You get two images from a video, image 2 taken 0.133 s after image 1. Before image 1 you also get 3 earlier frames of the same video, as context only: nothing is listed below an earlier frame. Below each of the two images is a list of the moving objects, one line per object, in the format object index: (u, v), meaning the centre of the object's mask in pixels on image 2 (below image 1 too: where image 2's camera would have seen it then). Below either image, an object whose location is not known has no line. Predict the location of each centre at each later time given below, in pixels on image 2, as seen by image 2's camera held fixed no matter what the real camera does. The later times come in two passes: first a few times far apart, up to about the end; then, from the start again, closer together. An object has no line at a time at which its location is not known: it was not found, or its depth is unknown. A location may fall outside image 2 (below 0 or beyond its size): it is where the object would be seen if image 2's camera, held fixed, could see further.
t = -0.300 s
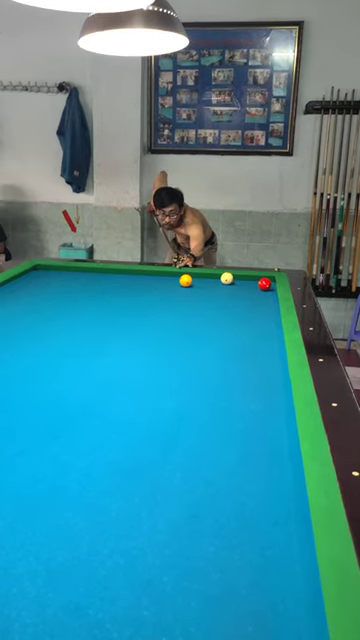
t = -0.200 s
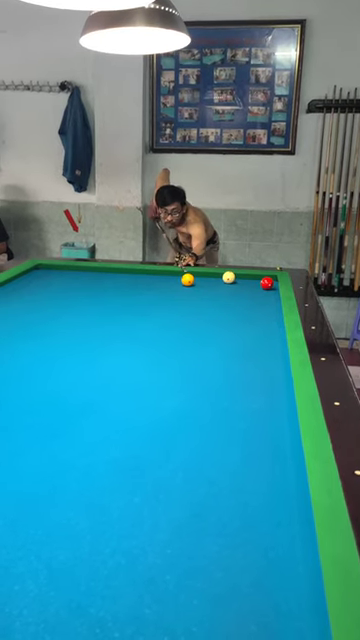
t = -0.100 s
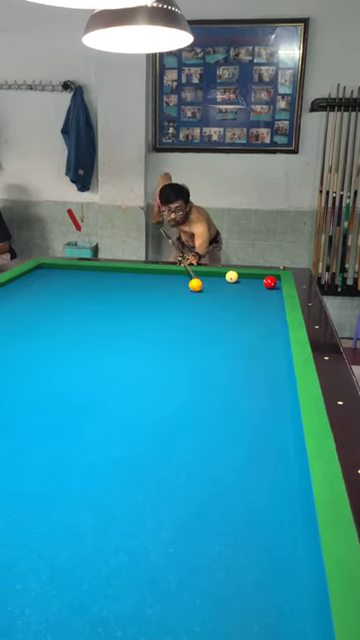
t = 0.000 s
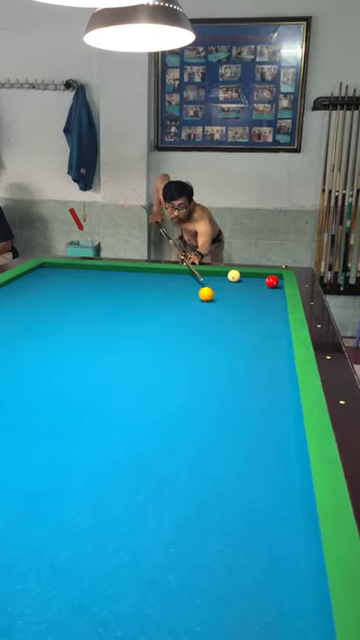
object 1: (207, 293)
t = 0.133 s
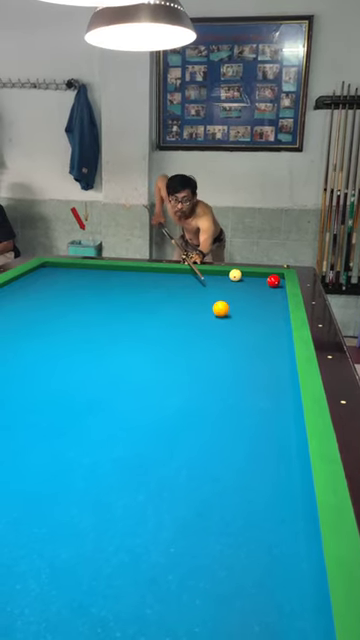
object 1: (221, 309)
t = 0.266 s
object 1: (237, 328)
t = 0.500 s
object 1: (277, 374)
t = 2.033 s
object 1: (183, 449)
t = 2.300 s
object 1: (190, 407)
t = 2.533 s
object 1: (194, 379)
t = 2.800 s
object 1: (197, 354)
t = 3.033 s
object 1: (200, 337)
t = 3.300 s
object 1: (203, 321)
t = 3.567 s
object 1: (205, 308)
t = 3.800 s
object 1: (206, 297)
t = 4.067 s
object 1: (208, 288)
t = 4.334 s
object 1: (209, 279)
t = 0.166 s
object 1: (224, 313)
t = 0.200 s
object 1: (228, 318)
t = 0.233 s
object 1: (232, 323)
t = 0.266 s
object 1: (237, 328)
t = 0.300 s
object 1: (241, 333)
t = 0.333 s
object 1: (246, 339)
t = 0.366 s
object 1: (252, 345)
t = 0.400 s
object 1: (257, 352)
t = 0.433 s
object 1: (263, 358)
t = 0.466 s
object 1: (270, 366)
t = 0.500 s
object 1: (277, 374)
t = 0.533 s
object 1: (284, 382)
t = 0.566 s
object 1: (287, 391)
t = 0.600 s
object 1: (282, 398)
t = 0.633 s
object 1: (278, 406)
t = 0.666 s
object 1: (274, 415)
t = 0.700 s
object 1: (270, 424)
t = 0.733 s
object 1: (266, 434)
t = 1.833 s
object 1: (177, 491)
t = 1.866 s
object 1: (179, 483)
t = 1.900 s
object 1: (179, 476)
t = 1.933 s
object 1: (180, 469)
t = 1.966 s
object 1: (182, 462)
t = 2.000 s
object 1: (182, 455)
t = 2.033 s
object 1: (183, 449)
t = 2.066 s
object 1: (184, 443)
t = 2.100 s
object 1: (185, 437)
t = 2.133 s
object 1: (186, 431)
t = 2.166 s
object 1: (186, 426)
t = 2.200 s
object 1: (187, 421)
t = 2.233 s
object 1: (188, 416)
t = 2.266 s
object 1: (189, 411)
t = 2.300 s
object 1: (190, 407)
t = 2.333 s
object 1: (190, 403)
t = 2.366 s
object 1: (191, 398)
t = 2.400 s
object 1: (191, 394)
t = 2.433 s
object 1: (192, 390)
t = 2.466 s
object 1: (193, 386)
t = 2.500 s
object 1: (193, 383)
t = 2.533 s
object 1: (194, 379)
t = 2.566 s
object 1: (194, 375)
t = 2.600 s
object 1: (194, 372)
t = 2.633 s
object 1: (195, 369)
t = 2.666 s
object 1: (196, 366)
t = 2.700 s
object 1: (196, 363)
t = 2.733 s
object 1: (197, 360)
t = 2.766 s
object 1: (197, 357)
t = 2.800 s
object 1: (197, 354)
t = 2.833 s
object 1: (198, 352)
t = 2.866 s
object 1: (198, 349)
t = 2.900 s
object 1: (199, 347)
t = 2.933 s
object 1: (199, 344)
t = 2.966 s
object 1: (199, 342)
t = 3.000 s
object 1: (200, 339)
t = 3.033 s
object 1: (200, 337)
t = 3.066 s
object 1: (200, 335)
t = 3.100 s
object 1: (201, 333)
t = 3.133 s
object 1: (201, 331)
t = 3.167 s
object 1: (201, 329)
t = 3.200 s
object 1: (202, 327)
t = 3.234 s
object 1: (202, 325)
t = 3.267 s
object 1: (202, 323)
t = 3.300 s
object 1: (203, 321)
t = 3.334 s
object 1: (203, 319)
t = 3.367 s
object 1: (203, 318)
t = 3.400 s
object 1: (203, 316)
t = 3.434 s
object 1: (204, 314)
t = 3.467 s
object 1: (204, 313)
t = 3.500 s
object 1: (204, 311)
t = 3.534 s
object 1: (204, 309)
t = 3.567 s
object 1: (205, 308)
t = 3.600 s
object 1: (205, 306)
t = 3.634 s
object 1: (205, 305)
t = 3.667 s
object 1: (205, 303)
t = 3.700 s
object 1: (206, 302)
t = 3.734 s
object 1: (206, 300)
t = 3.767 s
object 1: (206, 299)
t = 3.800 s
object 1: (206, 297)
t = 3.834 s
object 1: (206, 296)
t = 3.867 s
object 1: (207, 295)
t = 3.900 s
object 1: (206, 294)
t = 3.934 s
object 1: (207, 292)
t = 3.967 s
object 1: (207, 291)
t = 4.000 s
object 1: (207, 290)
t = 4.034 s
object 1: (207, 289)
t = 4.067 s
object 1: (208, 288)
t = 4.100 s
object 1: (208, 287)
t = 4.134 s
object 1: (208, 285)
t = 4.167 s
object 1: (208, 285)
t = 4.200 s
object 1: (208, 283)
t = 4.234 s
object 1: (208, 282)
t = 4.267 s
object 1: (208, 282)
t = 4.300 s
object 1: (208, 280)
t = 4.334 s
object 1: (209, 279)
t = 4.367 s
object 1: (209, 278)
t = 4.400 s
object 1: (209, 278)
